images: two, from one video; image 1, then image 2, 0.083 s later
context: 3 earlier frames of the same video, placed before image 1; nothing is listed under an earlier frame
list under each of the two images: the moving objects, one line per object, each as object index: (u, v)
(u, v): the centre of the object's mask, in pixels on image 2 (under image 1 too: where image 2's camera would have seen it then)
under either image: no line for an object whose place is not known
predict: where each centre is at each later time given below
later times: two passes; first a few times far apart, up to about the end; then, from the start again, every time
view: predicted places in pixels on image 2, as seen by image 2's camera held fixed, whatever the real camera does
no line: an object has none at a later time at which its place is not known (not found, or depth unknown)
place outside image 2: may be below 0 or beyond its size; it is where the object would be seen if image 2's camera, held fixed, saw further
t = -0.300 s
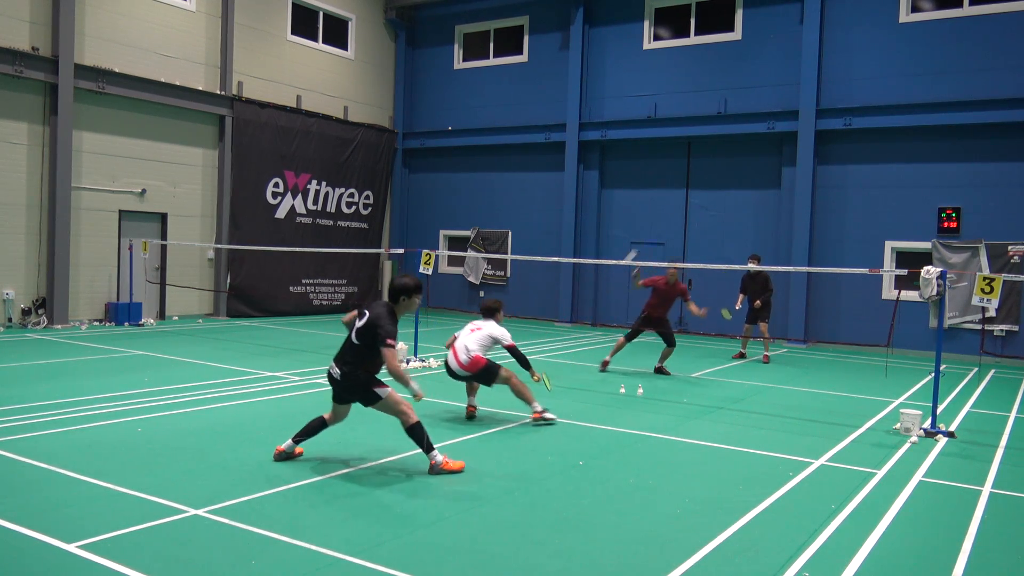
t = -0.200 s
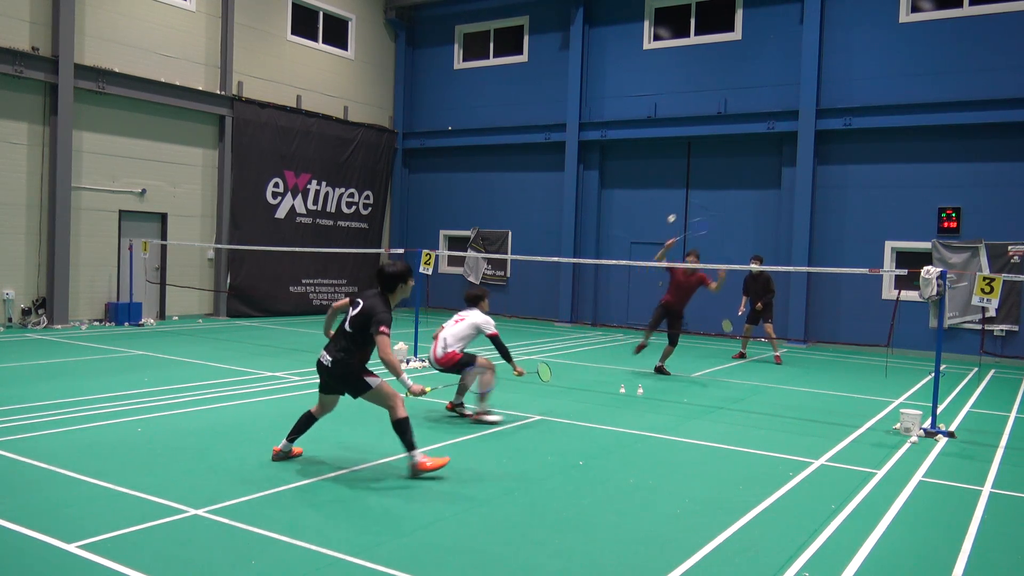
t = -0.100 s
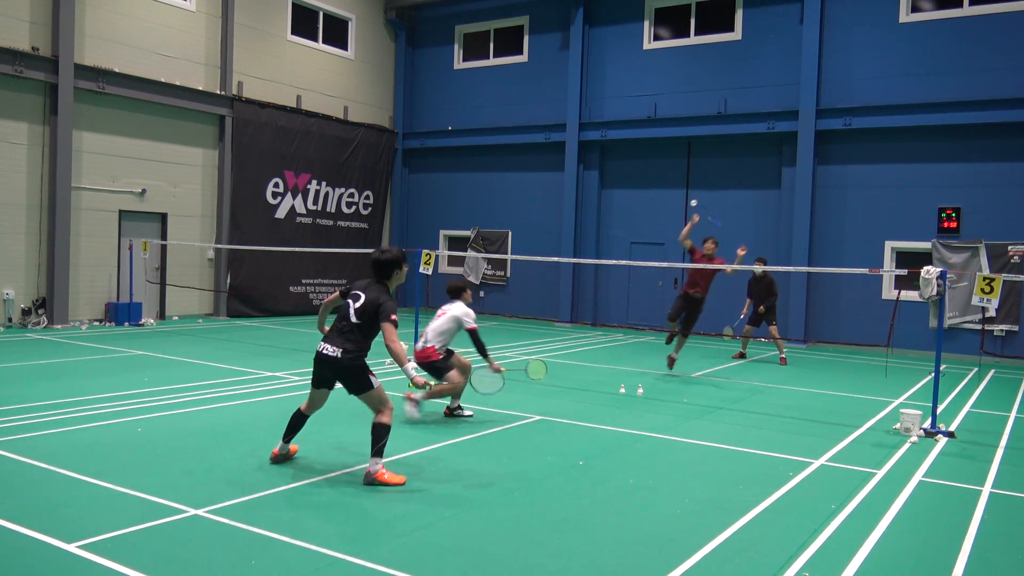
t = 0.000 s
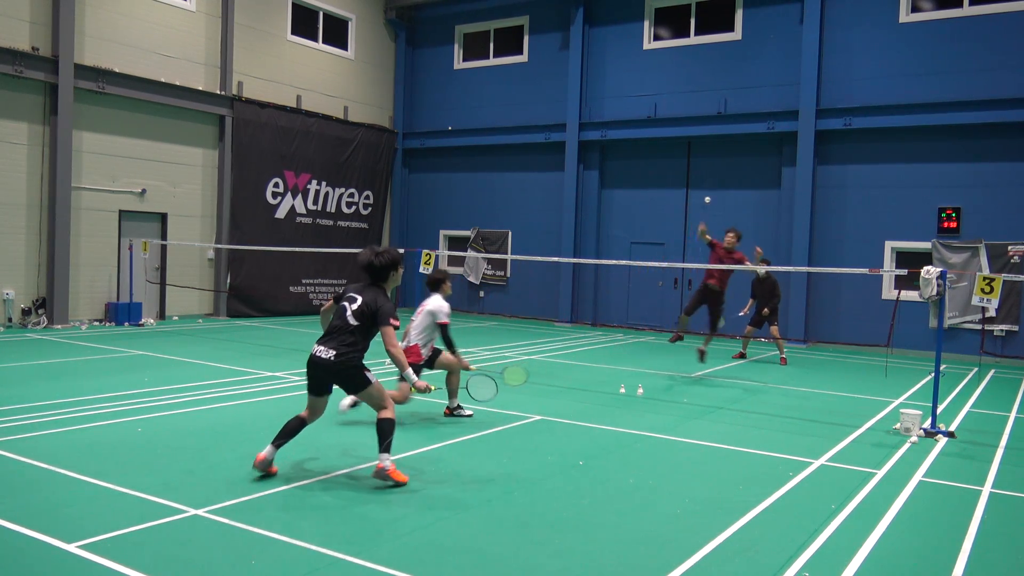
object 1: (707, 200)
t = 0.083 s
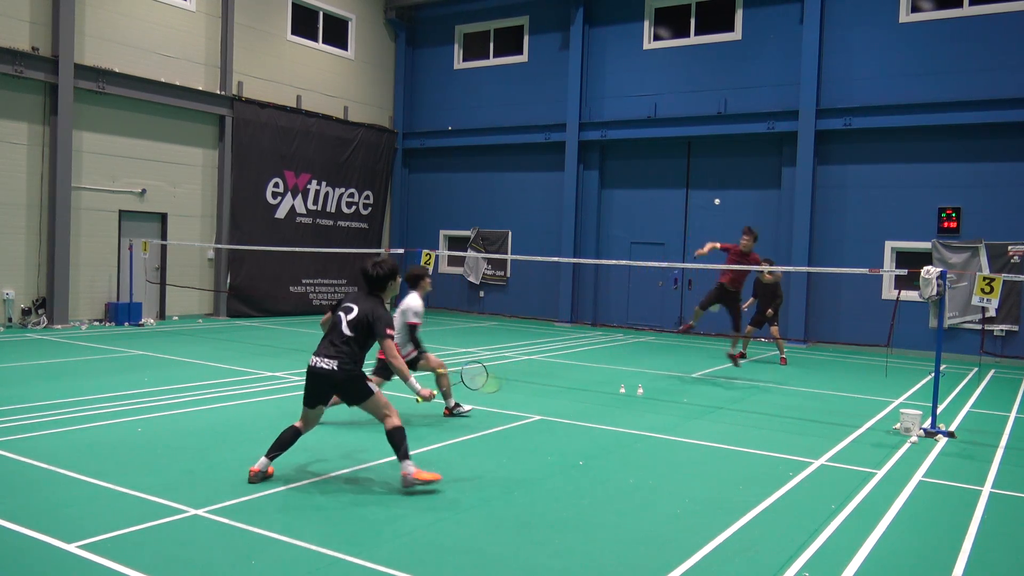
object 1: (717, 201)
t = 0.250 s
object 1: (731, 218)
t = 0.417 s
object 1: (740, 245)
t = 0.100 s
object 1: (719, 202)
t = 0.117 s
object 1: (720, 204)
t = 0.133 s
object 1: (722, 205)
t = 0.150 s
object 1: (723, 207)
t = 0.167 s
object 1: (725, 208)
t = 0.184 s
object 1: (726, 210)
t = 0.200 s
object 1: (727, 212)
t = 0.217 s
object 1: (729, 214)
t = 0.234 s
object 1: (730, 216)
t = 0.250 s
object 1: (731, 218)
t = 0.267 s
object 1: (732, 220)
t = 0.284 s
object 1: (733, 223)
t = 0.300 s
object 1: (734, 225)
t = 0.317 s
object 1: (735, 228)
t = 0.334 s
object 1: (736, 231)
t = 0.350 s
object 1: (736, 234)
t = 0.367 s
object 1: (737, 236)
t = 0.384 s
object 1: (738, 239)
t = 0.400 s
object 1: (739, 242)
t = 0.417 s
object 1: (740, 245)
